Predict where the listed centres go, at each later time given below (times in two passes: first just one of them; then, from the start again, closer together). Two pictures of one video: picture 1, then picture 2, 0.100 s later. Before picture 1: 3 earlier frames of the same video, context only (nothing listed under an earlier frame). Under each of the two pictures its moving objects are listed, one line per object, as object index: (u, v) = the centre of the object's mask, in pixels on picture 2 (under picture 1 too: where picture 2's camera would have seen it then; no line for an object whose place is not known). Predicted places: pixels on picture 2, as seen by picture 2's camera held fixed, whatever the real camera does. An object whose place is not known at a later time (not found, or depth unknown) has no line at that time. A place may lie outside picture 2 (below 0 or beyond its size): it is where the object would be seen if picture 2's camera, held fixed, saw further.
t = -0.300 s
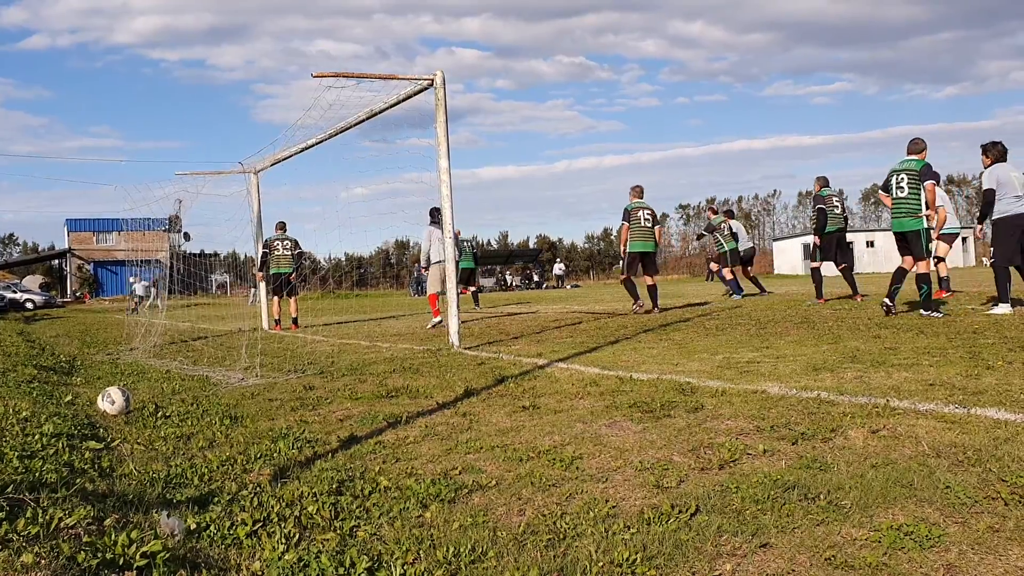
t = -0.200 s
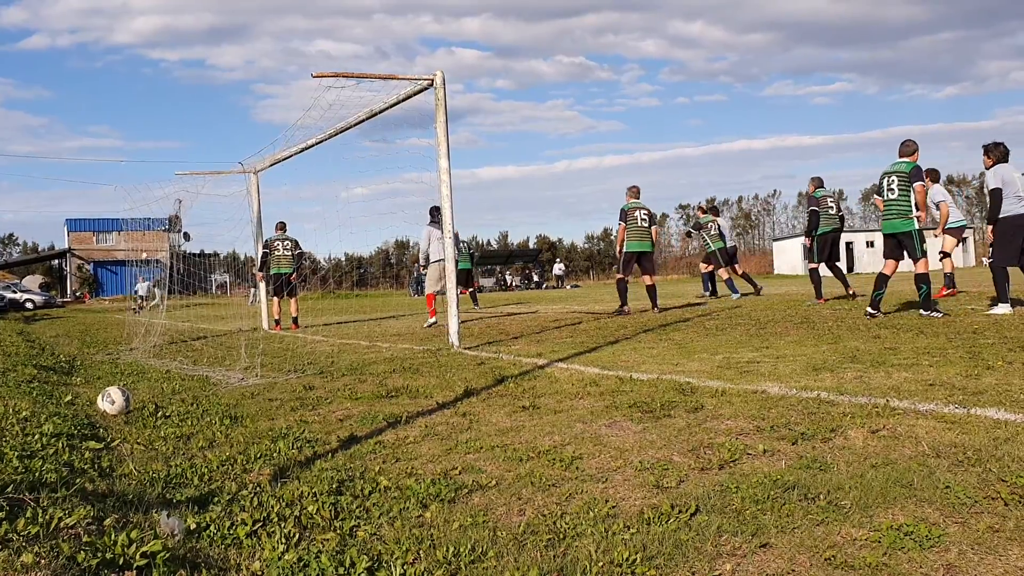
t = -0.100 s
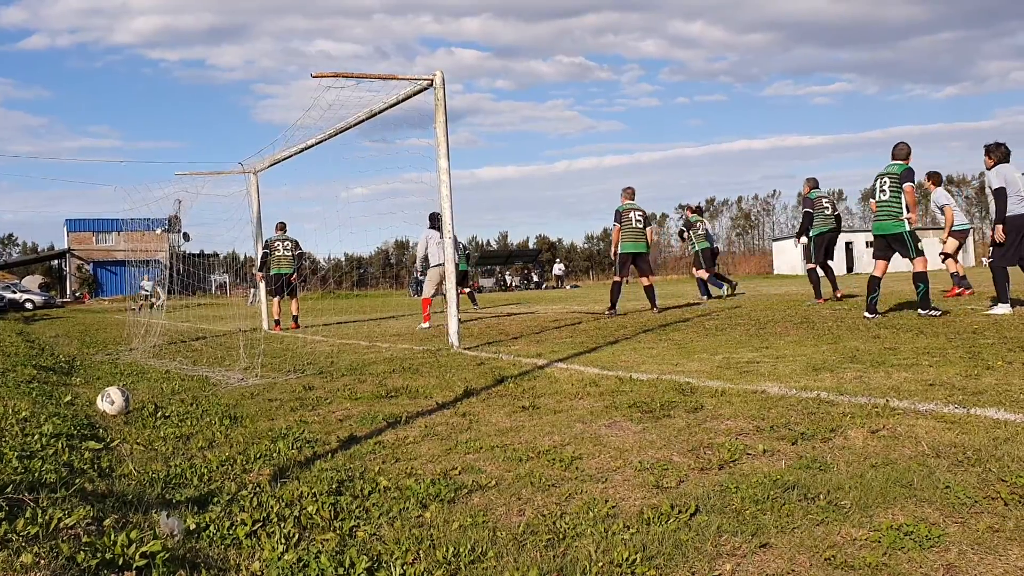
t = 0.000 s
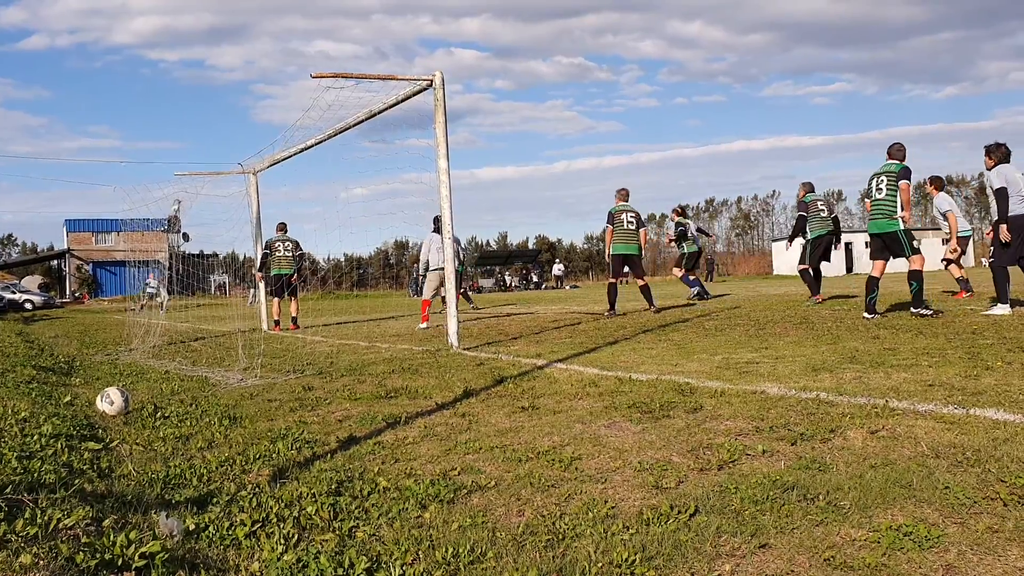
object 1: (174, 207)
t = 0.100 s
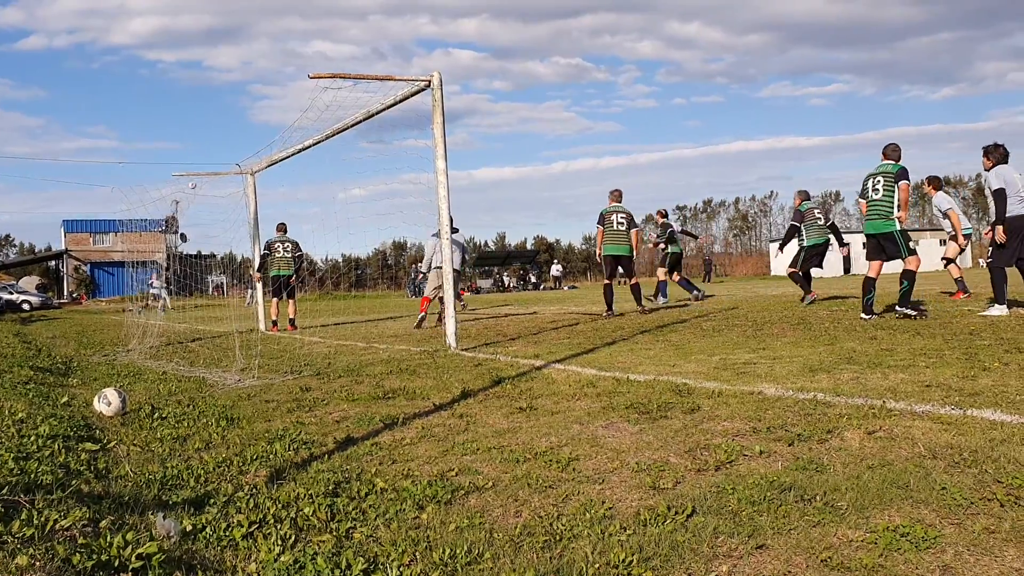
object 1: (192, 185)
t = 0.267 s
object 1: (226, 149)
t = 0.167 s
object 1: (205, 170)
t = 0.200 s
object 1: (212, 163)
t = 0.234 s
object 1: (218, 156)
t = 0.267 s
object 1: (226, 149)
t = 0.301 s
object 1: (232, 142)
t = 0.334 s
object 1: (239, 136)
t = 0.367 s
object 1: (247, 129)
